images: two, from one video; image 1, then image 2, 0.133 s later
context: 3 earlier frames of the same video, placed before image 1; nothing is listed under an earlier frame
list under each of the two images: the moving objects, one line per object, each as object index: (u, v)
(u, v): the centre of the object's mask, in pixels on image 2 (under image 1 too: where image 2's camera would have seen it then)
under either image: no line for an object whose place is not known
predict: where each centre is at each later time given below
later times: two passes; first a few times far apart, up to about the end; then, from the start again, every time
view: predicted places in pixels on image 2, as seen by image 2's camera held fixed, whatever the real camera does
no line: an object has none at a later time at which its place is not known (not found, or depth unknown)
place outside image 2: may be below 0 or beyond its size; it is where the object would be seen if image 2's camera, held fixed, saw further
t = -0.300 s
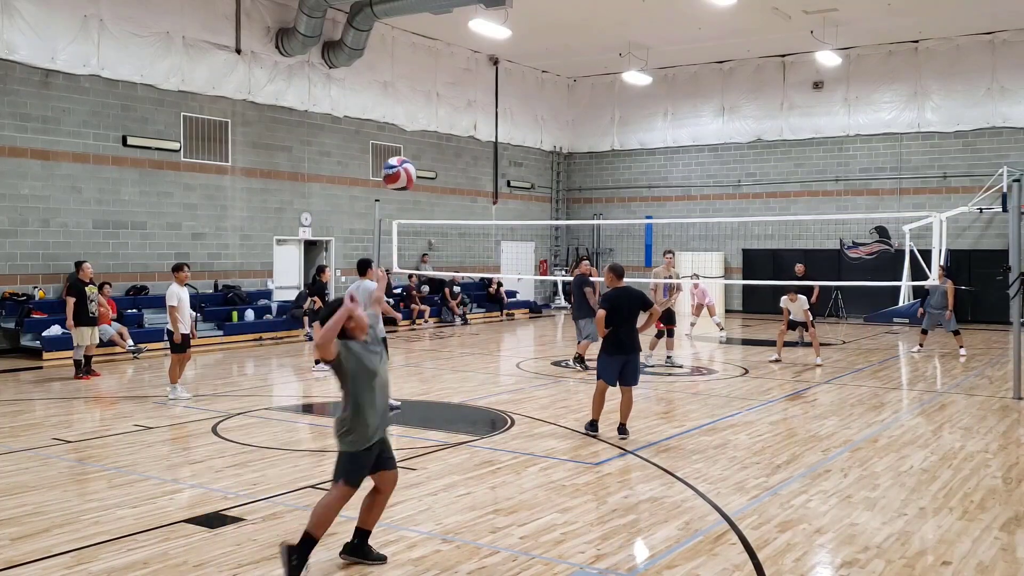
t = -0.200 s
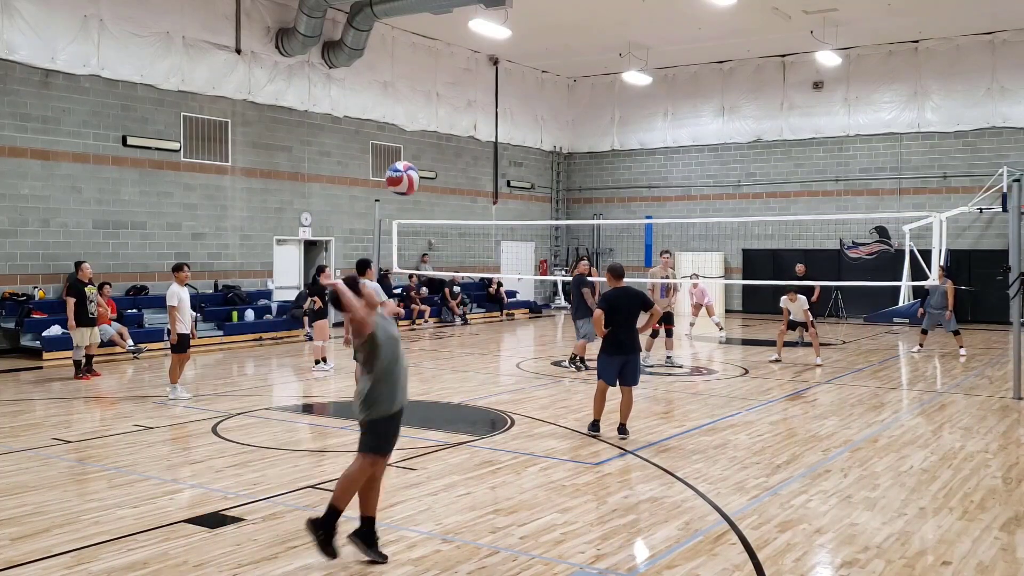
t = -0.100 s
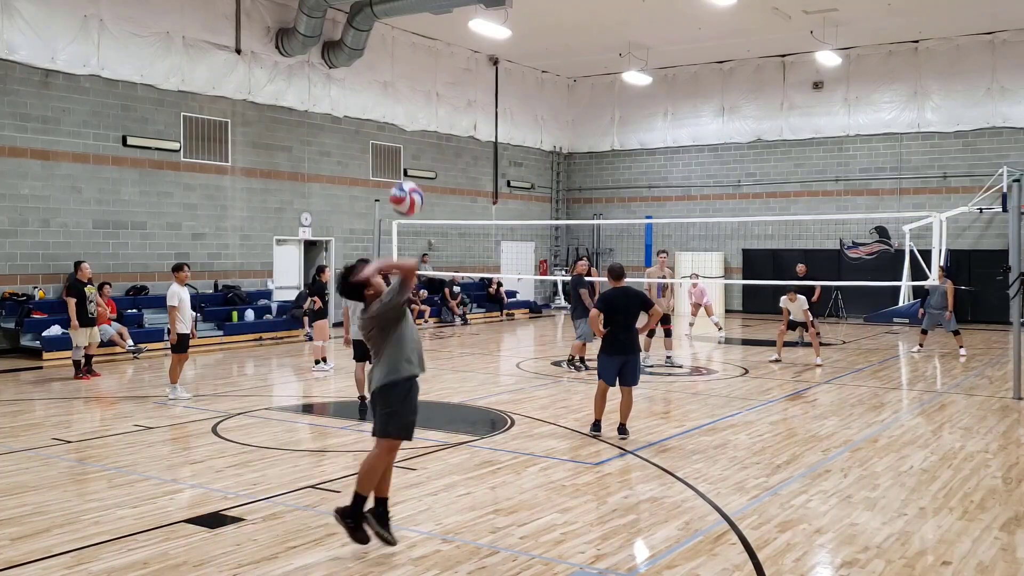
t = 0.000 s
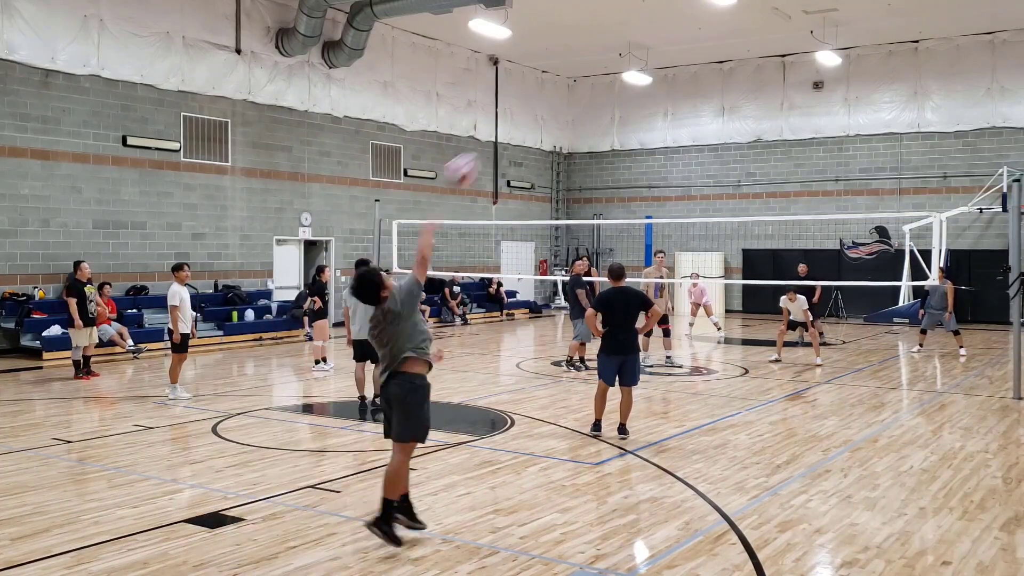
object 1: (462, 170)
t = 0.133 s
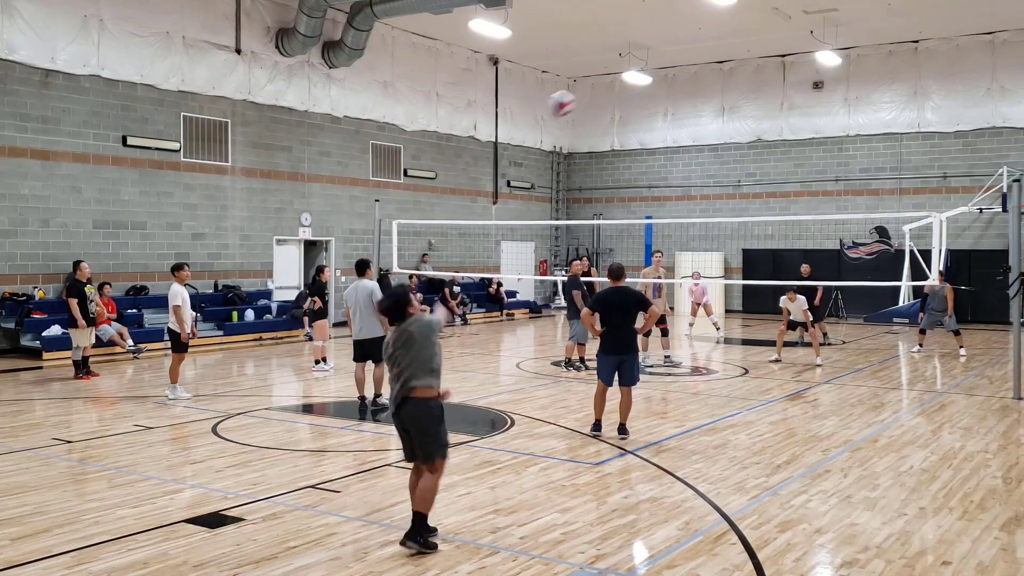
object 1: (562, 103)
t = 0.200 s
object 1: (599, 85)
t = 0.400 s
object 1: (678, 68)
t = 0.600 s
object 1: (733, 86)
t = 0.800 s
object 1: (771, 126)
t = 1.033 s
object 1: (803, 184)
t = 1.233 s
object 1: (824, 248)
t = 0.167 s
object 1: (581, 93)
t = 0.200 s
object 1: (599, 85)
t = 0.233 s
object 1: (613, 79)
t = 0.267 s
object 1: (627, 73)
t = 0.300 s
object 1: (643, 72)
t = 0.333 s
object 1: (655, 70)
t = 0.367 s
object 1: (667, 68)
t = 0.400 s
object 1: (678, 68)
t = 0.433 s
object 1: (689, 68)
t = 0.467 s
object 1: (699, 70)
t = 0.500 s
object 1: (707, 73)
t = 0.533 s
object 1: (716, 77)
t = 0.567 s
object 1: (725, 81)
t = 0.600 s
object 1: (733, 86)
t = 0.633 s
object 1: (740, 91)
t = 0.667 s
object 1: (747, 97)
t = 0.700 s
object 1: (753, 104)
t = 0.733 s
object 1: (759, 112)
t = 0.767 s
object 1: (765, 118)
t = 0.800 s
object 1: (771, 126)
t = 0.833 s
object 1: (776, 133)
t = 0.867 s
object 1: (780, 142)
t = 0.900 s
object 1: (786, 149)
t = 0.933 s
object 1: (790, 157)
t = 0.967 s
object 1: (794, 164)
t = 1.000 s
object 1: (798, 174)
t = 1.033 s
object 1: (803, 184)
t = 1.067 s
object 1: (806, 194)
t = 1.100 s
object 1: (810, 203)
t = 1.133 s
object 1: (814, 210)
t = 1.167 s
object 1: (818, 224)
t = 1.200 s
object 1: (822, 235)
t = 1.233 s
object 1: (824, 248)
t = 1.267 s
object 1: (828, 257)
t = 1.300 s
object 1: (831, 268)
